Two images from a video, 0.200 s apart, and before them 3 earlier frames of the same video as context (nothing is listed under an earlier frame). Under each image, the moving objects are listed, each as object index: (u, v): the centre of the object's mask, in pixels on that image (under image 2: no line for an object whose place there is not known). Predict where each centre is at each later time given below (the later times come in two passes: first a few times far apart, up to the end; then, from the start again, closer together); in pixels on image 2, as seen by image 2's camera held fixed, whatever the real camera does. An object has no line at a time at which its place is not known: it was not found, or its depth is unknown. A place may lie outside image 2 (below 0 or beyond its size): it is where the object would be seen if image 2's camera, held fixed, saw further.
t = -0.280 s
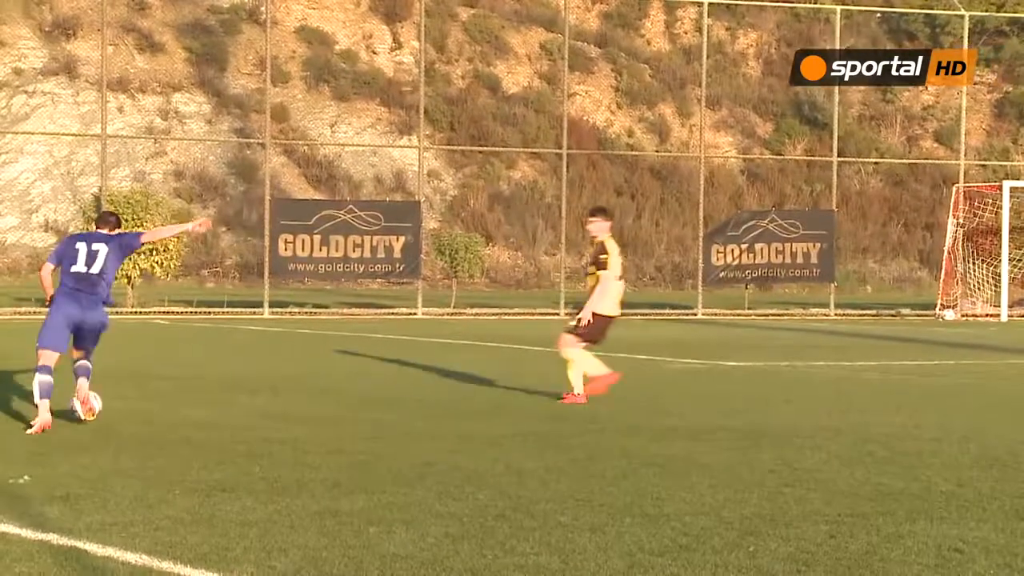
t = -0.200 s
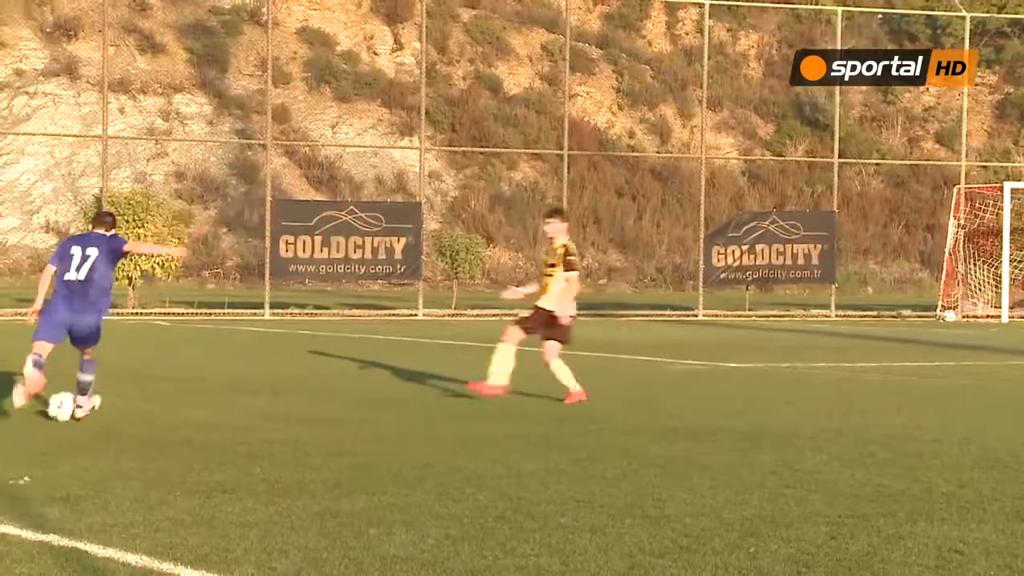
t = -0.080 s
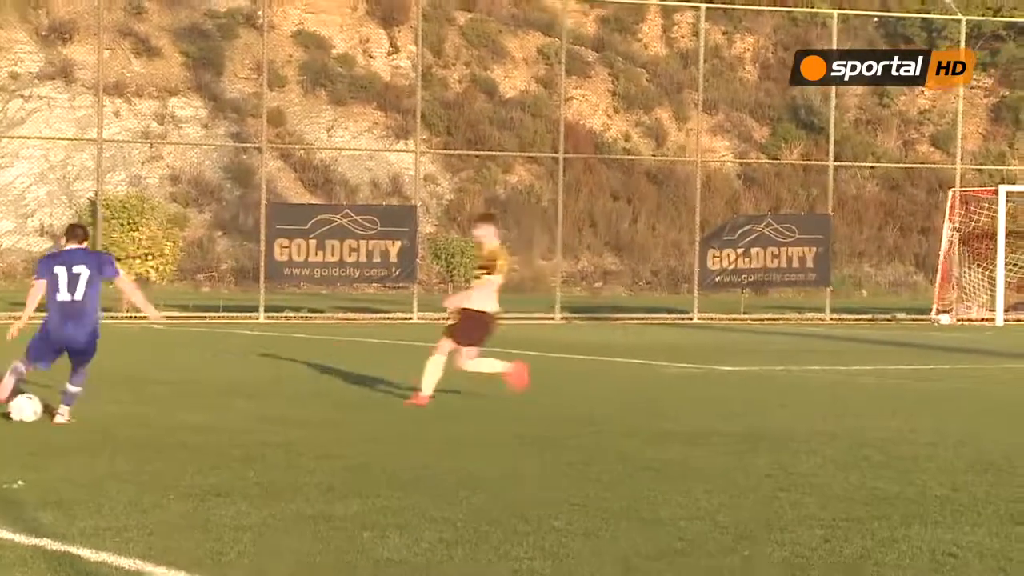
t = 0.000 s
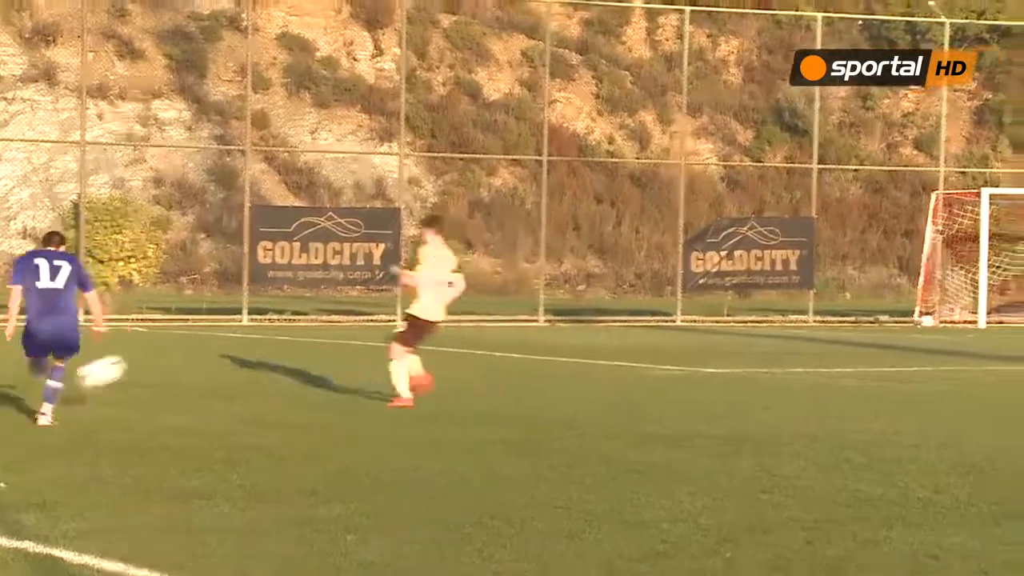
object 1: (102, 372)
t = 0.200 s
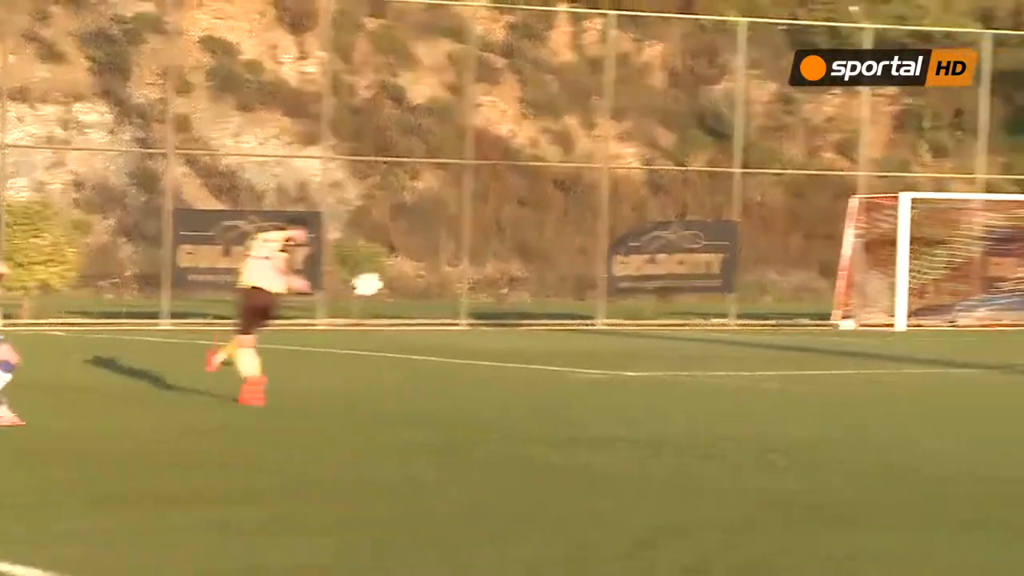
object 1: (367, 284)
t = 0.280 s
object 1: (477, 271)
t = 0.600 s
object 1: (826, 303)
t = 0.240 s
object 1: (423, 277)
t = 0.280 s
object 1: (477, 271)
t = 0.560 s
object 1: (788, 293)
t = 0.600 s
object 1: (826, 303)
